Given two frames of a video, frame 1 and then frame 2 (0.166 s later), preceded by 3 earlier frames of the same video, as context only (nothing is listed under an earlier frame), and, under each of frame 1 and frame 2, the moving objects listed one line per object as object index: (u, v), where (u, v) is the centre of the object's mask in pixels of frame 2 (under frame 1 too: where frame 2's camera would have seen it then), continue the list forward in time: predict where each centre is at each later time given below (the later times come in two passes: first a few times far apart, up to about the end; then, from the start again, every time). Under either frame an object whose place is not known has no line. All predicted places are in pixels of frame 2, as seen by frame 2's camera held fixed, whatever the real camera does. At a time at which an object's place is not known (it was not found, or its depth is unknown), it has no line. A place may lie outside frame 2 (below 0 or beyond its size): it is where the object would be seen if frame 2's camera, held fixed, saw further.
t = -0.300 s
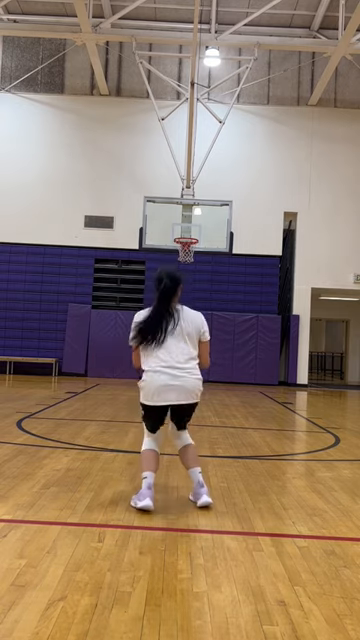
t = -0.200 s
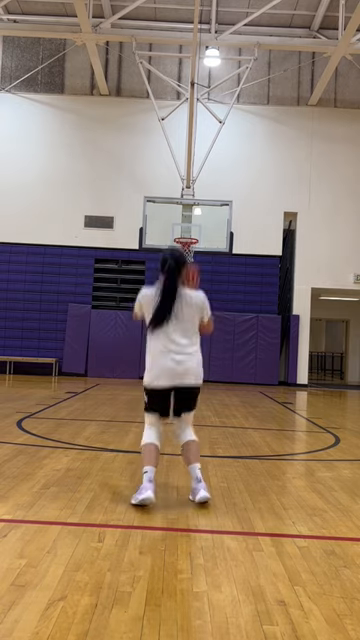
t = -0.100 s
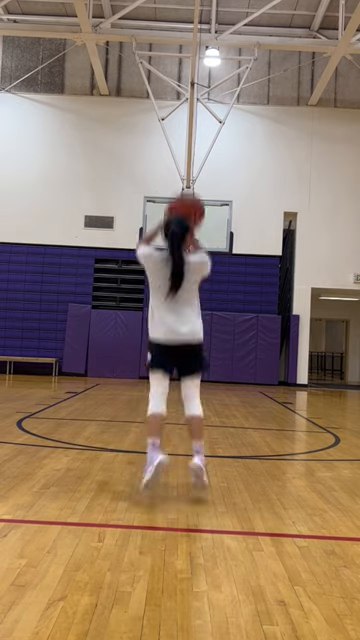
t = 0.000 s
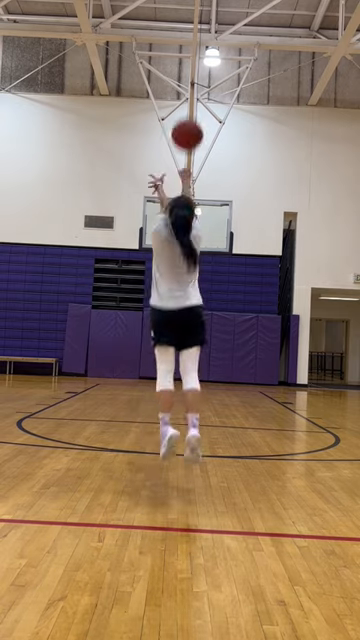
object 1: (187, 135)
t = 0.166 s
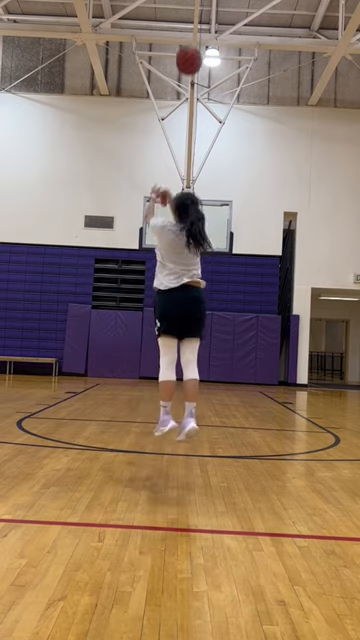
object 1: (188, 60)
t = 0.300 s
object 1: (189, 37)
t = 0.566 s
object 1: (187, 40)
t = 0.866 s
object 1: (183, 95)
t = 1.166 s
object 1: (177, 180)
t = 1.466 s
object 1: (143, 256)
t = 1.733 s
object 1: (77, 328)
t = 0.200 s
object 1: (189, 52)
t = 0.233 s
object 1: (189, 46)
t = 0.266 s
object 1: (189, 40)
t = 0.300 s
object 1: (189, 37)
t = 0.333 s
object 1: (188, 34)
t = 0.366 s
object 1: (188, 33)
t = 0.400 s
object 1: (188, 32)
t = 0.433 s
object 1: (188, 32)
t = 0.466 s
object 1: (188, 33)
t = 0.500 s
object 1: (188, 34)
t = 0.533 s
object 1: (187, 37)
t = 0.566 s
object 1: (187, 40)
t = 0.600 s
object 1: (186, 44)
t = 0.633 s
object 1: (186, 48)
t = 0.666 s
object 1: (186, 54)
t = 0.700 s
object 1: (185, 59)
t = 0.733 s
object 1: (185, 66)
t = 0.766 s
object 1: (184, 72)
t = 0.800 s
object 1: (184, 79)
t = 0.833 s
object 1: (183, 87)
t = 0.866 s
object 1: (183, 95)
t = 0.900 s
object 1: (182, 103)
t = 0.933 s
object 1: (182, 111)
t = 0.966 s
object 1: (181, 120)
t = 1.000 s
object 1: (180, 129)
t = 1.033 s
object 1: (180, 139)
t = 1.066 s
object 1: (179, 149)
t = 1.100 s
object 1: (178, 159)
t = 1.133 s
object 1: (178, 169)
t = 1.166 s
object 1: (177, 180)
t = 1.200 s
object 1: (176, 191)
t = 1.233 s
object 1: (175, 202)
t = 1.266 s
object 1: (175, 213)
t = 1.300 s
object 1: (174, 224)
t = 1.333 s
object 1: (173, 236)
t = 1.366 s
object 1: (167, 240)
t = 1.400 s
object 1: (159, 245)
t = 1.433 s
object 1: (151, 250)
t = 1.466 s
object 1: (143, 256)
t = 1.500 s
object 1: (136, 262)
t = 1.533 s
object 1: (127, 270)
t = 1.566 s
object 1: (119, 278)
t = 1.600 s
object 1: (111, 286)
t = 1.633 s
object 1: (103, 296)
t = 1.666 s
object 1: (93, 305)
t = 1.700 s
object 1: (85, 316)
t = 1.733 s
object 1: (77, 328)
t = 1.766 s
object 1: (68, 341)
